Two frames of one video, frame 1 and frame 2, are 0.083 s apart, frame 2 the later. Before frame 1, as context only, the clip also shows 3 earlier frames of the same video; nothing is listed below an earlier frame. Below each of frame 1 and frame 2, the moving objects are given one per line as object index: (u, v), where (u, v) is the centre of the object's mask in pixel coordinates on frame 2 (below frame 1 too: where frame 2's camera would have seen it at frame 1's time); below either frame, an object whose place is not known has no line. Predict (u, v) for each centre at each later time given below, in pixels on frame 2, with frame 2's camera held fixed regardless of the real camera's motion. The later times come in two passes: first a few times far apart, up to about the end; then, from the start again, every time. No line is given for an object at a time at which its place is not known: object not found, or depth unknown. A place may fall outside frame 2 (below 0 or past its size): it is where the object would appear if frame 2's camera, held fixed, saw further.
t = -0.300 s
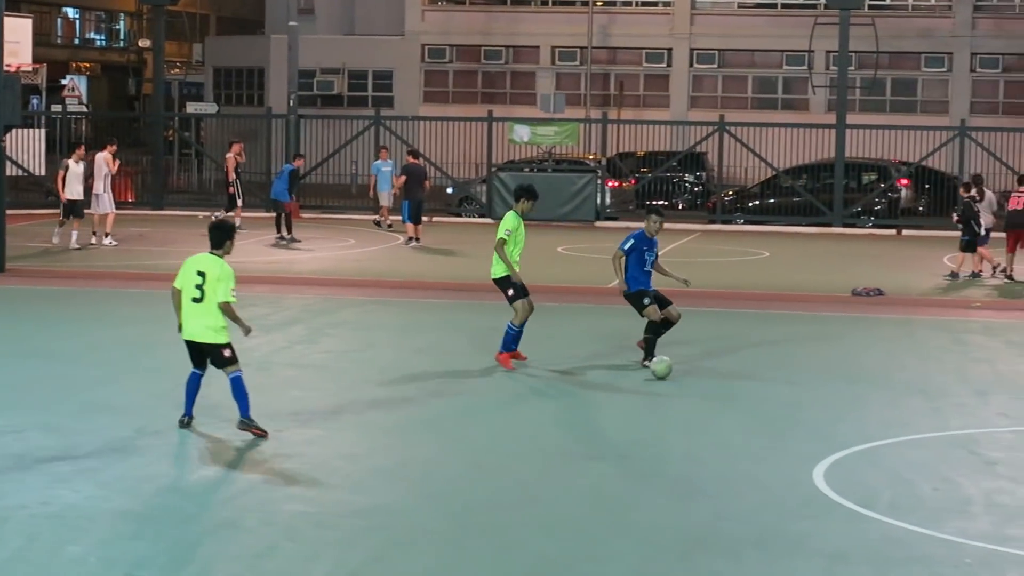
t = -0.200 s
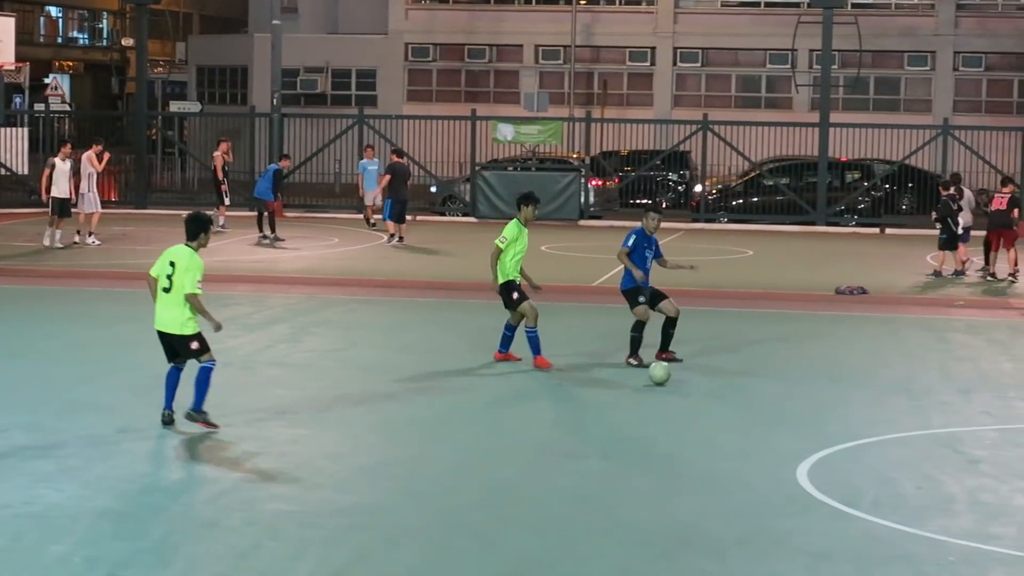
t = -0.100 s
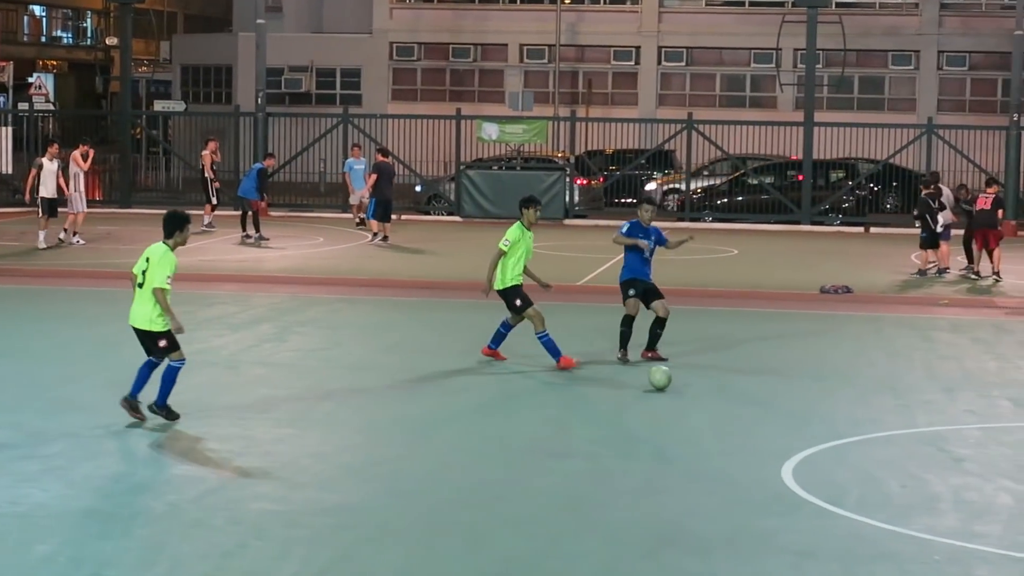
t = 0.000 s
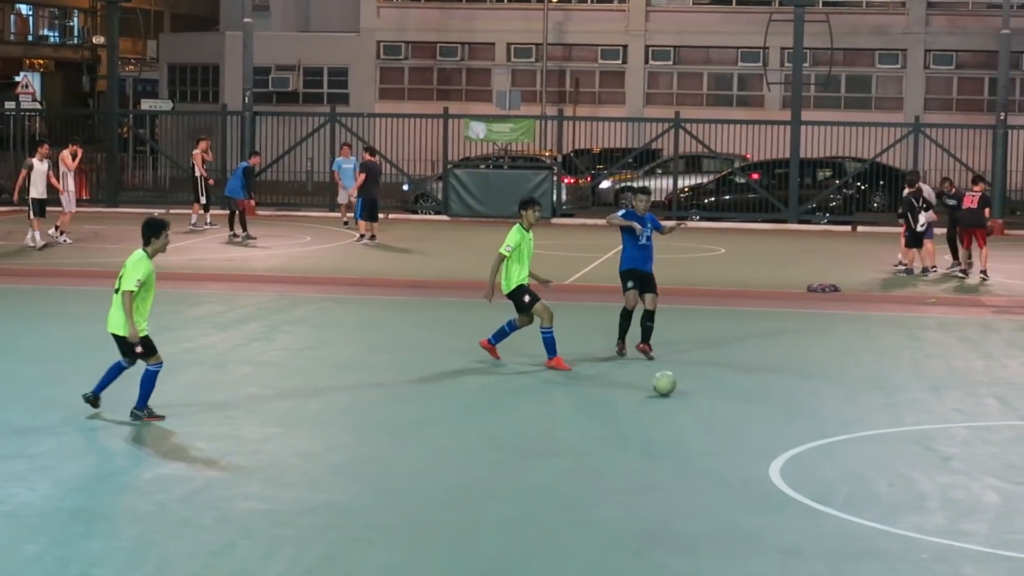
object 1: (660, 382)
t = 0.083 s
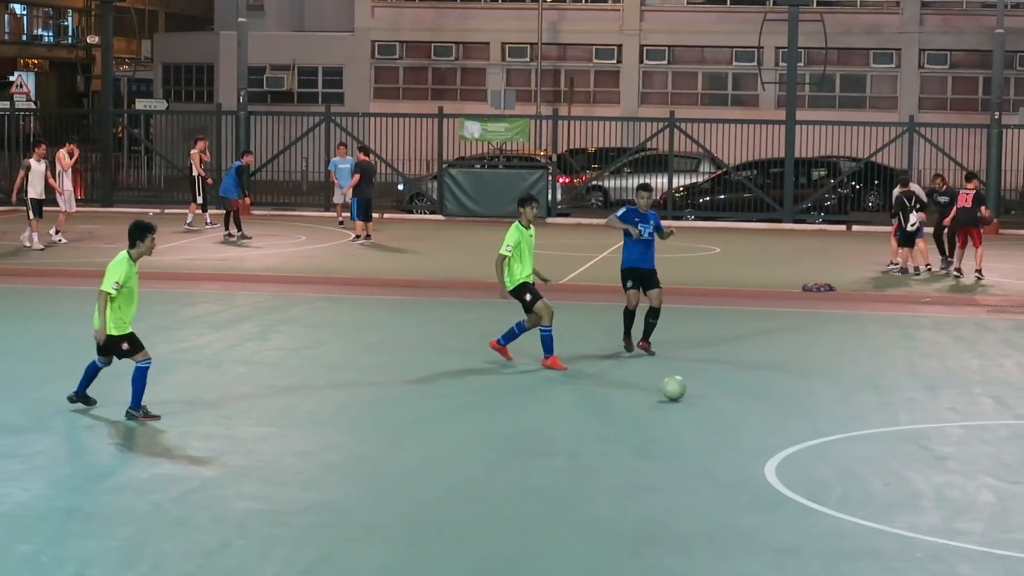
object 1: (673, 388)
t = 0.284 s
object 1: (710, 400)
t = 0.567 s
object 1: (765, 421)
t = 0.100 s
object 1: (677, 389)
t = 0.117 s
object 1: (680, 390)
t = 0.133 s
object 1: (683, 391)
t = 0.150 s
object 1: (686, 392)
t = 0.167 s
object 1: (689, 393)
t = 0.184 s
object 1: (692, 394)
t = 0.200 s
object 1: (695, 395)
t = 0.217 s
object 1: (698, 396)
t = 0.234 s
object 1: (700, 398)
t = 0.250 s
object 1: (704, 399)
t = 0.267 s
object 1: (707, 399)
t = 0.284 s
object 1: (710, 400)
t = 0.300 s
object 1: (713, 402)
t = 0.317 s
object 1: (716, 403)
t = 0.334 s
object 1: (719, 404)
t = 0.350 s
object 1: (722, 405)
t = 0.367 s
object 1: (725, 406)
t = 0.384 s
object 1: (729, 408)
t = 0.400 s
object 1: (732, 409)
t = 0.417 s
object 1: (735, 410)
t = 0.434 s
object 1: (738, 411)
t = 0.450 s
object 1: (741, 412)
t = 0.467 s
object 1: (745, 414)
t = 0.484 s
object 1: (748, 415)
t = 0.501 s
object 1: (751, 416)
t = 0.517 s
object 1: (755, 417)
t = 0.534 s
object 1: (758, 419)
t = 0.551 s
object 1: (762, 420)
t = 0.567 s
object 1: (765, 421)
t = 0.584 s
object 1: (769, 422)
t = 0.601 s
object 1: (773, 424)
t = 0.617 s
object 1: (776, 426)
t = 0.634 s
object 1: (780, 427)
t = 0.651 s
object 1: (783, 428)
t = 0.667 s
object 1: (787, 430)
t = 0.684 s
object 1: (791, 431)
